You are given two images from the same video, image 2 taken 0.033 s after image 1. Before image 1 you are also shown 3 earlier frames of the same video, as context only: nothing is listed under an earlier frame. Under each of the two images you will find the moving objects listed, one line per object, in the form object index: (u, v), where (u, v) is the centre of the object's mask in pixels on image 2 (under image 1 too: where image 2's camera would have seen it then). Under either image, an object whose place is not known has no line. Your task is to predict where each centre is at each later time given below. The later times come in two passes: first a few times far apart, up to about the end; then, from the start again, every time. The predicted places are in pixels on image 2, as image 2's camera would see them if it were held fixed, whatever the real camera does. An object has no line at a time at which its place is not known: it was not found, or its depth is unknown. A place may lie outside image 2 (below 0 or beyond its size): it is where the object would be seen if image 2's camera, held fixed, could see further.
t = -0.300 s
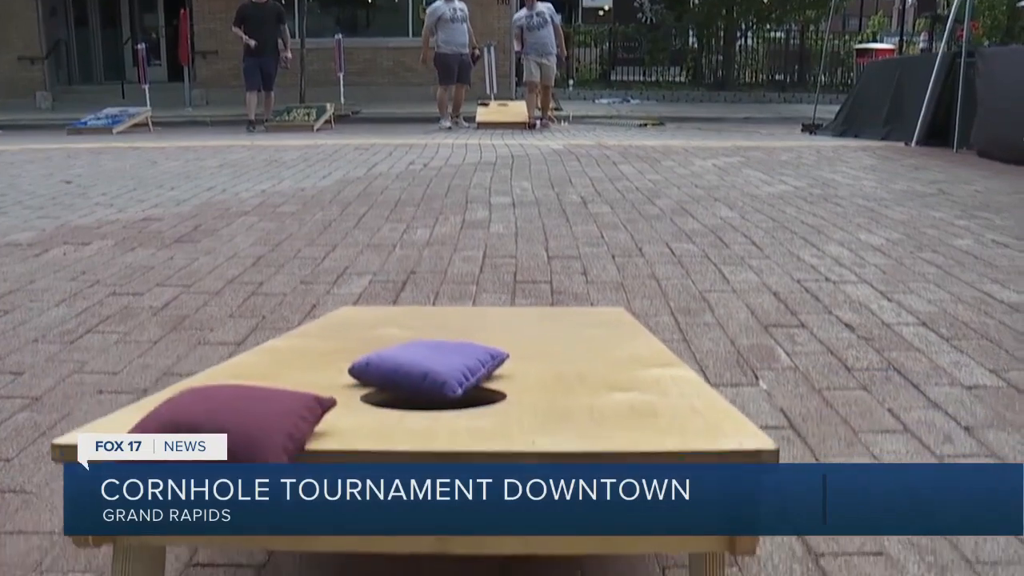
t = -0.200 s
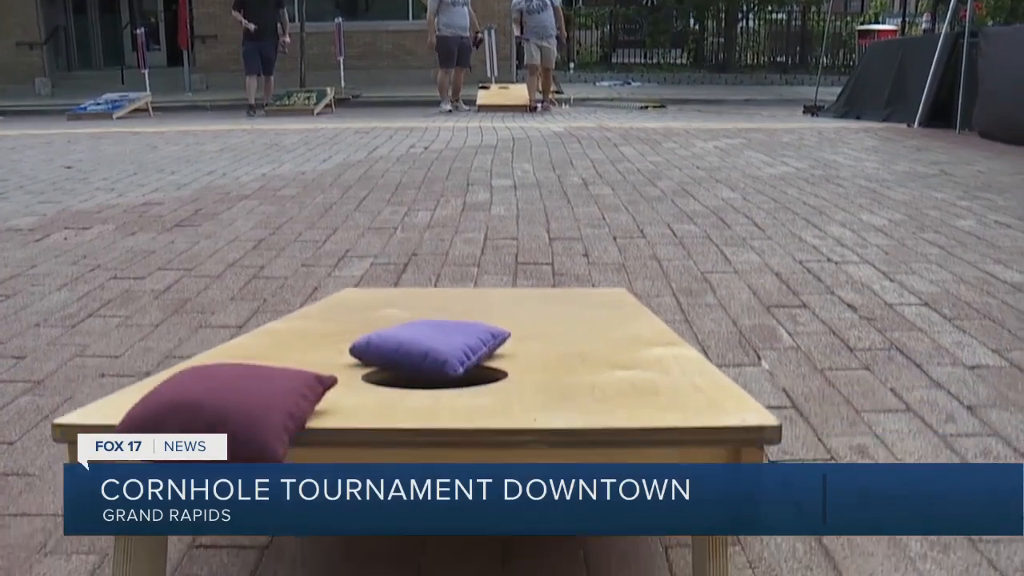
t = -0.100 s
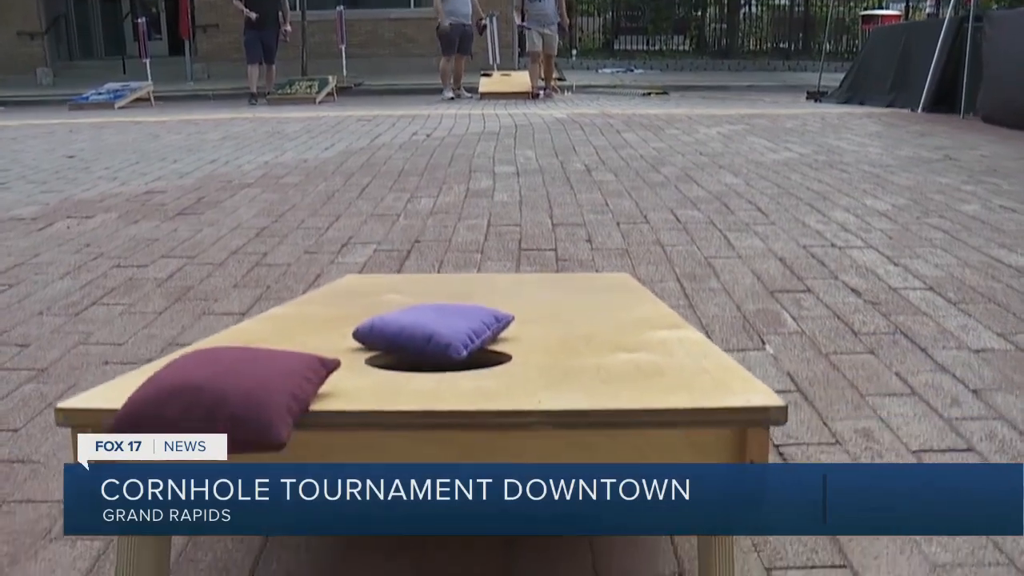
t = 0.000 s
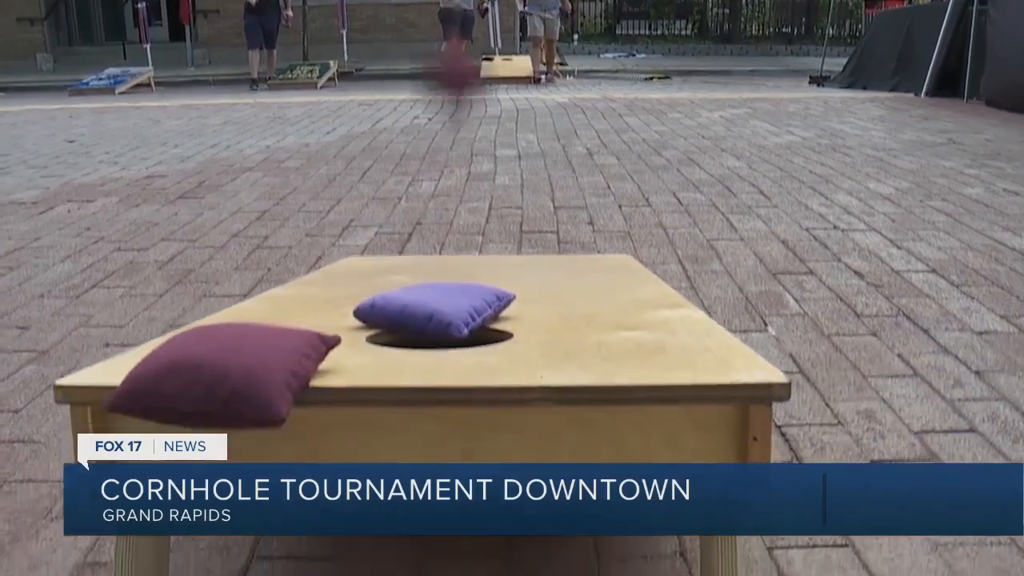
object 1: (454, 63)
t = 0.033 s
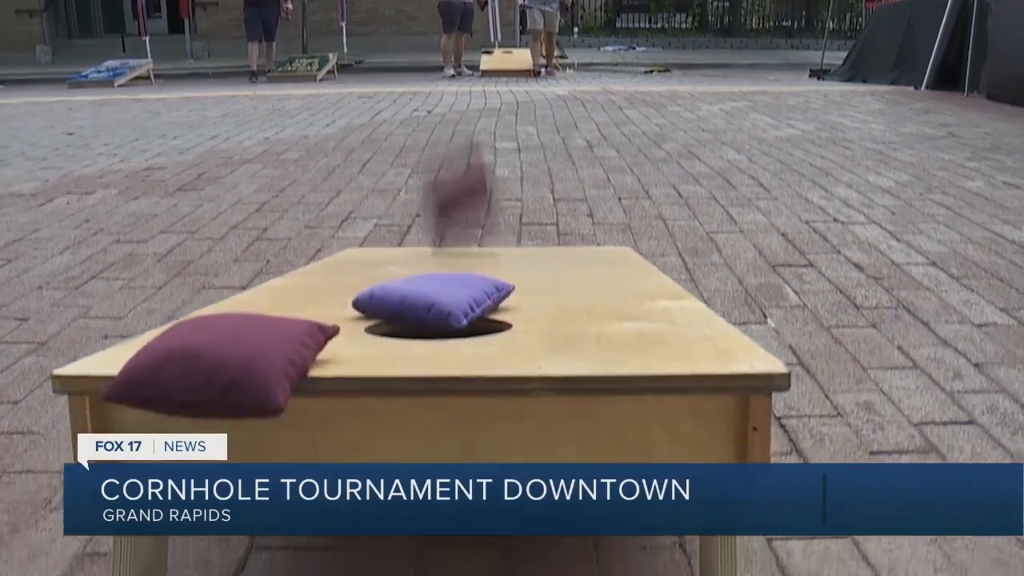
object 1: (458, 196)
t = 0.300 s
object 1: (510, 269)
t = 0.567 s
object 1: (554, 286)
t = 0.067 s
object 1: (466, 244)
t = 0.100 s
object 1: (469, 244)
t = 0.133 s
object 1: (474, 247)
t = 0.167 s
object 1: (479, 252)
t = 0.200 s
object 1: (486, 258)
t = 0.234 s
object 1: (493, 262)
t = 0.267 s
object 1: (501, 265)
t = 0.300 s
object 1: (510, 269)
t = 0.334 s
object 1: (519, 273)
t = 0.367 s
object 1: (528, 277)
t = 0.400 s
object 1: (535, 282)
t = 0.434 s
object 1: (540, 284)
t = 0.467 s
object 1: (546, 285)
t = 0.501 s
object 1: (550, 286)
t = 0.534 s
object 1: (553, 286)
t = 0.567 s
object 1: (554, 286)
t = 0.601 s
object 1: (554, 286)
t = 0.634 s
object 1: (555, 286)
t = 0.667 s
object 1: (555, 286)
